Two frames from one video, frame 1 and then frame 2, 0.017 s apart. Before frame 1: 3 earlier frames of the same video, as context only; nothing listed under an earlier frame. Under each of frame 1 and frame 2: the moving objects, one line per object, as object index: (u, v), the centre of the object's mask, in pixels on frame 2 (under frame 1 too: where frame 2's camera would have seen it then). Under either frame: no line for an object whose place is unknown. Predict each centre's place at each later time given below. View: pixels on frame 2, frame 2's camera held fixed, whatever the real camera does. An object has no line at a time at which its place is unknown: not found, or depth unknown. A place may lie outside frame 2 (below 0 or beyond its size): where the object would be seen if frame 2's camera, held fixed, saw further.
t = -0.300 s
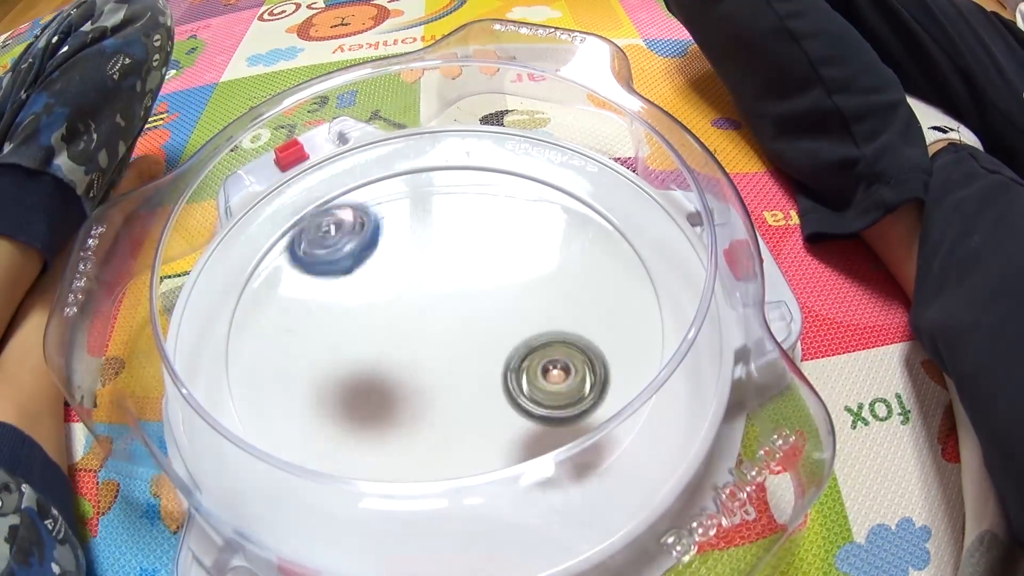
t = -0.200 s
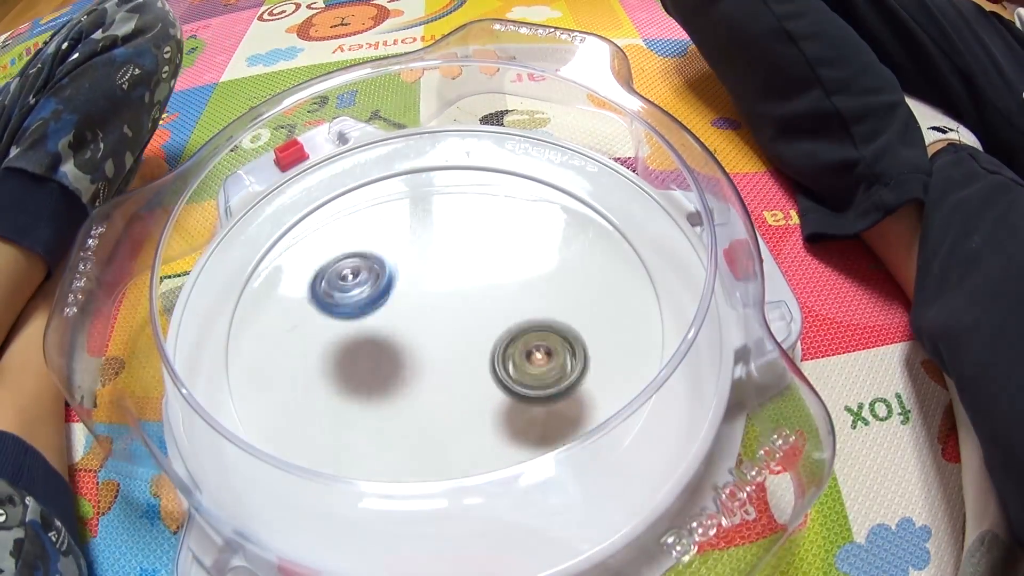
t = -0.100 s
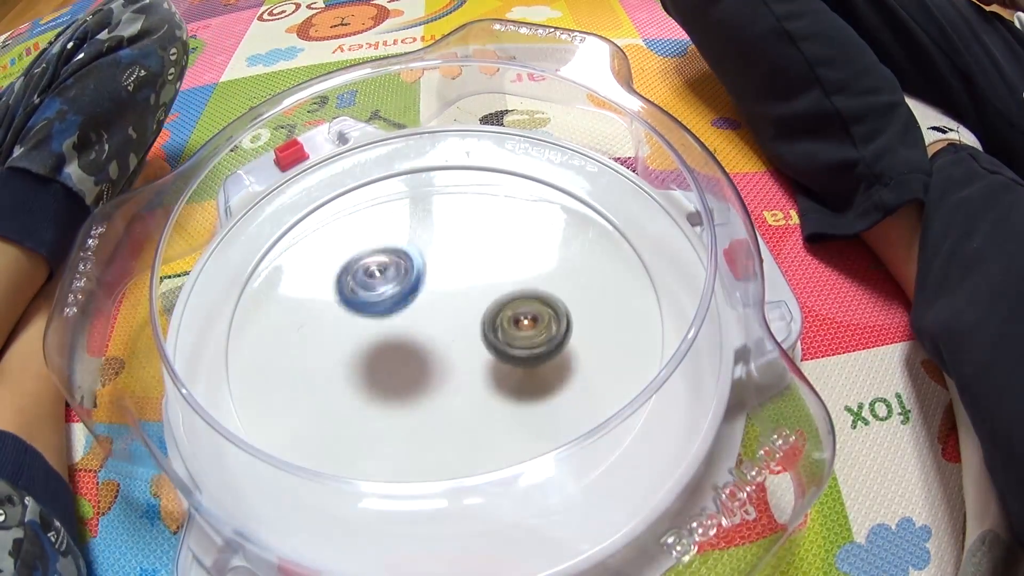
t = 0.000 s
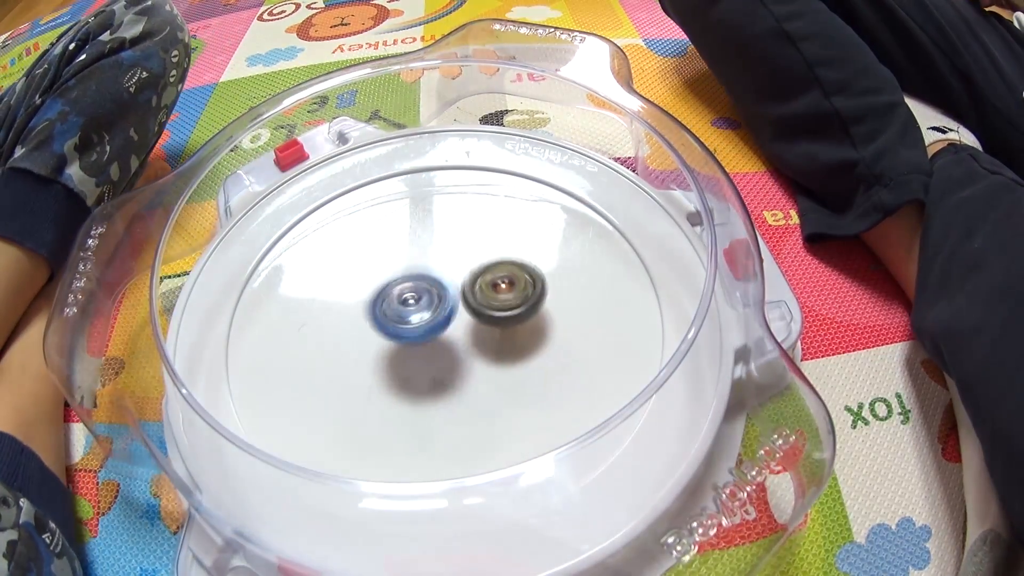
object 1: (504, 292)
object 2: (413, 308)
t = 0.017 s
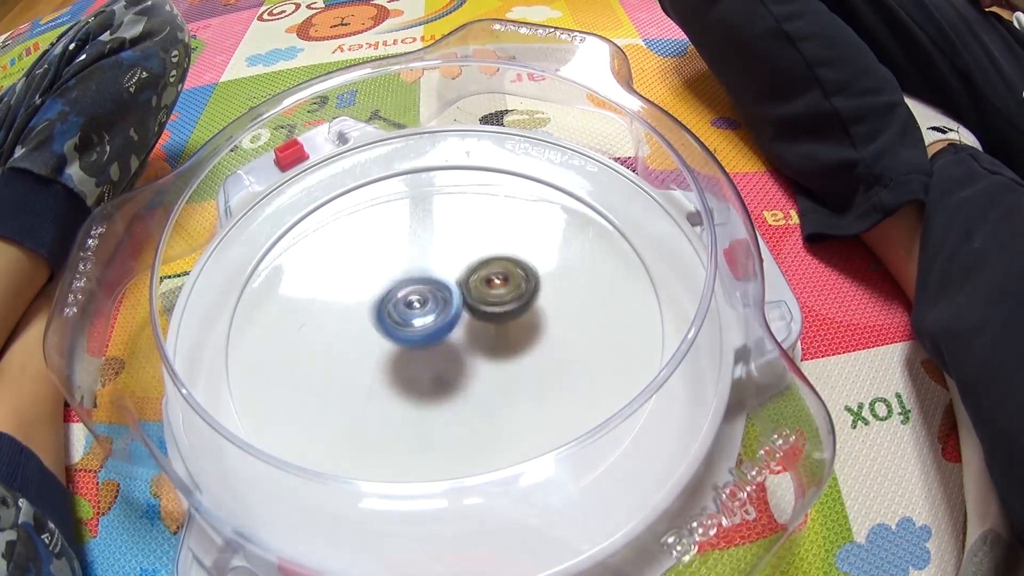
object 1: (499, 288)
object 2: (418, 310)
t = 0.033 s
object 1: (502, 281)
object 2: (411, 317)
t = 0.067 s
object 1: (538, 257)
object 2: (361, 343)
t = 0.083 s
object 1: (552, 246)
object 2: (336, 348)
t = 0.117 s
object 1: (574, 228)
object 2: (292, 367)
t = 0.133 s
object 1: (581, 219)
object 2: (271, 374)
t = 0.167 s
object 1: (591, 205)
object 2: (237, 387)
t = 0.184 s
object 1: (593, 198)
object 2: (232, 386)
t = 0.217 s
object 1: (590, 190)
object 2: (235, 384)
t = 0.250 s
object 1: (581, 187)
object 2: (246, 396)
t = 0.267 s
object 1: (574, 186)
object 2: (251, 397)
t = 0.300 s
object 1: (559, 185)
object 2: (266, 399)
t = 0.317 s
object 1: (550, 185)
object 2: (276, 400)
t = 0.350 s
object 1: (531, 185)
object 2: (297, 400)
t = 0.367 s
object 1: (521, 185)
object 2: (309, 400)
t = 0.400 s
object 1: (500, 188)
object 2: (335, 398)
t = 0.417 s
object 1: (489, 189)
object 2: (347, 397)
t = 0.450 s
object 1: (468, 195)
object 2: (372, 392)
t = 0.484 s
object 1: (447, 203)
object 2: (395, 389)
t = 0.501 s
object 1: (439, 209)
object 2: (405, 387)
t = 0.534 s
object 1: (422, 221)
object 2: (423, 378)
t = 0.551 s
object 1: (414, 228)
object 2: (431, 373)
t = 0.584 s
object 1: (402, 245)
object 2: (441, 363)
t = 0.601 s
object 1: (398, 255)
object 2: (444, 357)
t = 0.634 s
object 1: (391, 273)
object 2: (445, 345)
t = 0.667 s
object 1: (380, 278)
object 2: (451, 343)
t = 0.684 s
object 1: (370, 275)
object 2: (457, 349)
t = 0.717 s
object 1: (354, 270)
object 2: (468, 360)
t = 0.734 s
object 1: (348, 269)
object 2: (472, 364)
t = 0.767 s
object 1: (338, 270)
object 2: (476, 368)
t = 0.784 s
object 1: (334, 273)
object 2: (476, 369)
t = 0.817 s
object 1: (330, 280)
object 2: (474, 366)
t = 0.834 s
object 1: (329, 286)
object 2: (471, 365)
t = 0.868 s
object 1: (329, 298)
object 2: (461, 359)
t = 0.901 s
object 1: (333, 312)
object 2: (447, 353)
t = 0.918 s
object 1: (334, 320)
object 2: (437, 348)
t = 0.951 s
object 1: (325, 326)
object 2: (438, 352)
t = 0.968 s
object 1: (310, 325)
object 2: (454, 358)
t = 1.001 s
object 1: (286, 322)
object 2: (489, 363)
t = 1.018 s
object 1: (276, 321)
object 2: (506, 363)
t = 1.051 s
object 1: (263, 322)
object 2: (539, 359)
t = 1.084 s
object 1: (254, 326)
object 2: (570, 348)
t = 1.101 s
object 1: (253, 330)
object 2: (582, 338)
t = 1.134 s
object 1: (251, 338)
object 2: (601, 320)
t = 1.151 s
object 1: (253, 343)
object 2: (606, 309)
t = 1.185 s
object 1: (258, 354)
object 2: (612, 285)
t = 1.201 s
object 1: (263, 360)
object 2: (609, 273)
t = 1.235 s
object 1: (273, 372)
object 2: (601, 250)
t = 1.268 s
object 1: (289, 384)
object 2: (583, 230)
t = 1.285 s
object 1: (296, 388)
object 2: (572, 221)
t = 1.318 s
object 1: (316, 394)
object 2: (539, 207)
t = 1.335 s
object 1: (326, 395)
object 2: (522, 203)
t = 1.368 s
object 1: (349, 394)
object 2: (485, 197)
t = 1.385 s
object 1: (360, 392)
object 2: (464, 196)
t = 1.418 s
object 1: (382, 384)
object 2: (425, 200)
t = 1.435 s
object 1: (393, 379)
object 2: (406, 203)
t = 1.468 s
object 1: (410, 366)
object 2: (365, 217)
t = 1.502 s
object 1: (426, 353)
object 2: (328, 235)
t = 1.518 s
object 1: (432, 344)
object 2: (311, 247)
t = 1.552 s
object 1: (442, 329)
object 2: (278, 273)
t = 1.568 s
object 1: (446, 321)
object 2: (265, 287)
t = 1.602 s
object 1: (450, 305)
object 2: (245, 318)
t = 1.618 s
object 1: (452, 298)
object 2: (236, 335)
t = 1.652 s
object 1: (451, 283)
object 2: (227, 373)
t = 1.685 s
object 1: (450, 270)
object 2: (251, 402)
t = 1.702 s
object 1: (448, 263)
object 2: (270, 420)
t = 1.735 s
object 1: (443, 251)
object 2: (298, 464)
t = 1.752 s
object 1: (440, 245)
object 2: (321, 473)
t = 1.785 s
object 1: (432, 235)
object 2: (375, 499)
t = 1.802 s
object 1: (428, 230)
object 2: (408, 502)
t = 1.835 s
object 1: (418, 224)
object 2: (475, 498)
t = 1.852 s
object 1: (412, 220)
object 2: (504, 489)
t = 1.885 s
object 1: (402, 216)
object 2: (559, 464)
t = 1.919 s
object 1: (389, 215)
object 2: (603, 423)
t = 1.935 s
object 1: (383, 215)
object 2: (618, 402)
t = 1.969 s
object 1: (370, 217)
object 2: (630, 360)
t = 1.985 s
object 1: (364, 220)
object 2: (639, 341)
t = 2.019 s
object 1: (353, 226)
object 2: (646, 303)
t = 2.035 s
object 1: (348, 229)
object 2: (641, 285)
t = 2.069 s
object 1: (341, 239)
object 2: (626, 250)
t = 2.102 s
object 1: (338, 250)
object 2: (601, 223)
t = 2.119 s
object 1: (338, 256)
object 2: (588, 211)
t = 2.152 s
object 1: (343, 268)
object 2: (555, 191)
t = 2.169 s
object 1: (346, 274)
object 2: (538, 183)
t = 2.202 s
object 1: (355, 284)
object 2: (498, 172)
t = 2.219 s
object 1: (361, 289)
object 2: (479, 169)
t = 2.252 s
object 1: (375, 296)
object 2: (437, 166)
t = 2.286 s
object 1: (391, 301)
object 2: (397, 169)
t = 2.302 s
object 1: (399, 302)
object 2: (376, 172)
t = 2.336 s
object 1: (414, 304)
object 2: (338, 183)
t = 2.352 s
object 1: (423, 304)
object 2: (317, 191)
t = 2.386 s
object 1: (440, 302)
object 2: (286, 213)
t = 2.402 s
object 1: (447, 301)
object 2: (275, 230)
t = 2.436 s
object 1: (463, 296)
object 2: (250, 263)
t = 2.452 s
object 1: (471, 293)
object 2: (239, 280)
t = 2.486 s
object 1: (483, 286)
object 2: (229, 319)
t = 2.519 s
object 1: (495, 278)
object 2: (235, 363)
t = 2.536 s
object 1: (500, 273)
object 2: (241, 384)
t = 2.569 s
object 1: (506, 264)
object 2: (265, 416)
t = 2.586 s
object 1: (509, 260)
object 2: (274, 439)
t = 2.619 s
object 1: (512, 250)
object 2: (310, 471)
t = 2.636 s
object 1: (513, 246)
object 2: (333, 476)
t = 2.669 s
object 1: (510, 237)
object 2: (385, 495)
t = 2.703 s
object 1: (505, 230)
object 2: (444, 494)
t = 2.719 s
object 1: (502, 229)
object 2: (473, 487)
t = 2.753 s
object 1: (496, 227)
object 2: (524, 468)
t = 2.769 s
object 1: (492, 226)
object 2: (548, 457)
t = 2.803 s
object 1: (485, 228)
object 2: (583, 415)
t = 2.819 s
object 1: (481, 229)
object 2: (591, 392)
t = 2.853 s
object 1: (473, 233)
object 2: (617, 359)
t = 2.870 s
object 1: (470, 236)
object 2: (625, 344)
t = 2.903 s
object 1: (464, 242)
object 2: (630, 306)
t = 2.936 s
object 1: (458, 250)
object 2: (623, 270)
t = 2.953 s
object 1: (456, 253)
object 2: (619, 256)
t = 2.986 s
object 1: (452, 262)
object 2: (601, 225)
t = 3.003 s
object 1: (450, 266)
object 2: (590, 212)
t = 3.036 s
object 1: (447, 274)
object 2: (567, 192)
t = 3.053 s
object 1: (446, 278)
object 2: (552, 181)
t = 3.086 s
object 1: (446, 285)
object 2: (522, 167)
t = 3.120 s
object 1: (447, 293)
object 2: (488, 156)
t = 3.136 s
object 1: (449, 298)
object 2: (469, 152)
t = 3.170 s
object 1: (454, 308)
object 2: (436, 152)
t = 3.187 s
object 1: (458, 314)
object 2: (417, 155)
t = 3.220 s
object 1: (464, 323)
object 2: (379, 165)
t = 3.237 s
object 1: (468, 327)
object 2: (360, 172)
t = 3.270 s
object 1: (478, 335)
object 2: (327, 185)
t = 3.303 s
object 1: (489, 342)
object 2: (296, 205)
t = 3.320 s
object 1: (494, 344)
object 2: (283, 217)
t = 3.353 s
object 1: (506, 346)
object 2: (260, 245)
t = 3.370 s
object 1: (512, 347)
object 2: (252, 259)
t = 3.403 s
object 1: (523, 345)
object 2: (241, 292)
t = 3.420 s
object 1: (526, 345)
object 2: (238, 308)
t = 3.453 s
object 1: (531, 341)
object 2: (239, 343)
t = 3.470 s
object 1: (533, 339)
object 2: (244, 361)
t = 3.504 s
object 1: (536, 336)
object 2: (260, 395)
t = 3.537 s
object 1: (535, 332)
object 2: (289, 420)
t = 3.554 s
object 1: (534, 330)
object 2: (306, 433)
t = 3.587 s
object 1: (530, 327)
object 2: (346, 457)
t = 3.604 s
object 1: (528, 325)
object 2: (371, 469)
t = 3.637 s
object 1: (522, 322)
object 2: (421, 475)
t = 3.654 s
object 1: (519, 321)
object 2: (447, 475)
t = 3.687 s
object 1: (512, 320)
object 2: (498, 469)
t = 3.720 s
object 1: (505, 319)
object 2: (544, 446)
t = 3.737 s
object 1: (501, 318)
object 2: (567, 435)
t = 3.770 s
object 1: (493, 319)
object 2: (602, 405)
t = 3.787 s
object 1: (489, 319)
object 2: (617, 390)
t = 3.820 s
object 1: (480, 320)
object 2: (639, 355)
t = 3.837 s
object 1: (476, 321)
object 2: (641, 337)
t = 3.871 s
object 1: (467, 322)
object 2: (653, 305)
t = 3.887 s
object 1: (464, 322)
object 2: (654, 289)
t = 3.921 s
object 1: (457, 324)
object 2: (647, 258)
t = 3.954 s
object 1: (451, 327)
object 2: (630, 233)
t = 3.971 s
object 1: (448, 328)
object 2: (620, 220)
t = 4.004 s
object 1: (442, 330)
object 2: (597, 200)
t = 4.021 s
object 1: (440, 331)
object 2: (583, 190)
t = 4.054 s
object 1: (435, 334)
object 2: (556, 176)
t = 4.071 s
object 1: (433, 335)
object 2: (540, 170)
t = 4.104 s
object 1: (430, 338)
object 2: (506, 164)
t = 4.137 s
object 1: (426, 341)
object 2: (471, 162)
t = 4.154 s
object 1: (424, 341)
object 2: (453, 162)
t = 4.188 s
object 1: (420, 343)
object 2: (420, 167)
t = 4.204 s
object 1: (418, 343)
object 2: (404, 172)
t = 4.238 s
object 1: (415, 345)
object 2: (372, 183)
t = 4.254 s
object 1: (413, 345)
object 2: (357, 191)
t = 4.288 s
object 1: (410, 347)
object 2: (329, 208)
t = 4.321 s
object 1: (406, 347)
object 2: (303, 232)
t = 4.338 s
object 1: (404, 348)
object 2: (291, 243)
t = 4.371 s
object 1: (401, 347)
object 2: (271, 271)
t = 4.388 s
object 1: (400, 347)
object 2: (263, 285)
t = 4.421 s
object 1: (398, 347)
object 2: (256, 317)
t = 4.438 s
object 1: (397, 347)
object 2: (253, 332)
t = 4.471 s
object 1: (395, 347)
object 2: (255, 365)
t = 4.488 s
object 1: (394, 347)
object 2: (260, 382)
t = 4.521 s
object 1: (391, 346)
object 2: (277, 412)
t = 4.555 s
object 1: (389, 345)
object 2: (298, 442)
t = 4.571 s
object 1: (388, 344)
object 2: (316, 457)
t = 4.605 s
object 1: (386, 343)
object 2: (350, 478)
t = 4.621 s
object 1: (386, 342)
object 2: (372, 492)
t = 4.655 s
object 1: (385, 340)
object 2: (420, 498)
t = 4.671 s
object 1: (384, 339)
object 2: (447, 499)
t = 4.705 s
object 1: (383, 337)
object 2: (494, 492)
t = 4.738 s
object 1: (382, 336)
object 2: (540, 473)
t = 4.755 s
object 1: (382, 334)
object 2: (560, 462)
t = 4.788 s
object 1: (381, 332)
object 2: (592, 432)
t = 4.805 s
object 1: (381, 331)
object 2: (609, 418)
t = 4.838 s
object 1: (381, 328)
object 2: (628, 384)
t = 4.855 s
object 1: (380, 327)
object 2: (634, 365)
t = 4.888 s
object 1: (381, 324)
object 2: (640, 333)
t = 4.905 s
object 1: (381, 322)
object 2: (644, 319)
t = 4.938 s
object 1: (382, 319)
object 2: (637, 288)
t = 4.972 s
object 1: (383, 317)
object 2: (624, 259)
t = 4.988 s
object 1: (383, 315)
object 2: (615, 247)
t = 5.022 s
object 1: (384, 313)
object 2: (593, 225)
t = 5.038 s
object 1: (385, 311)
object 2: (581, 216)
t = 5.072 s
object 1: (386, 308)
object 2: (554, 198)
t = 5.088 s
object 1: (387, 307)
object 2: (539, 193)
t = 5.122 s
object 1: (389, 305)
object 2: (509, 183)
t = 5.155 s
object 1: (390, 302)
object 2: (474, 176)
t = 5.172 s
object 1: (391, 301)
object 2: (458, 176)
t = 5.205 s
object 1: (393, 298)
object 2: (424, 176)
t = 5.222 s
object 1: (394, 297)
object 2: (408, 176)
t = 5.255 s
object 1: (396, 294)
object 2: (378, 185)
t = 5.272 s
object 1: (397, 293)
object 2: (363, 190)
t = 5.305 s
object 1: (400, 290)
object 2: (333, 202)
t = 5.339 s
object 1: (402, 288)
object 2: (304, 219)
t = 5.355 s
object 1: (404, 287)
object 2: (292, 229)
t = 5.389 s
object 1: (407, 285)
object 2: (270, 251)
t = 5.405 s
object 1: (408, 284)
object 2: (261, 263)
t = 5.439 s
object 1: (411, 282)
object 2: (247, 290)
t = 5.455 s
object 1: (412, 281)
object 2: (243, 304)
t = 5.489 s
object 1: (415, 280)
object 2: (238, 334)
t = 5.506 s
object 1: (417, 279)
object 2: (238, 349)
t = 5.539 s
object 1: (420, 278)
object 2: (248, 380)
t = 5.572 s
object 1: (423, 277)
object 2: (265, 405)
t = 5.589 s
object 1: (424, 276)
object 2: (280, 417)
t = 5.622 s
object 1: (427, 275)
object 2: (308, 443)
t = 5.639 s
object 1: (429, 274)
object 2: (325, 452)
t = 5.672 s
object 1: (432, 274)
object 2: (364, 462)
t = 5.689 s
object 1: (433, 273)
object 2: (386, 472)
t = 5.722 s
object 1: (437, 272)
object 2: (434, 467)
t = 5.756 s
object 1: (440, 272)
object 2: (478, 463)
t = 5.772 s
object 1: (441, 272)
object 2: (497, 451)
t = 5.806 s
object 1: (444, 272)
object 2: (536, 430)
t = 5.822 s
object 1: (446, 272)
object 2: (550, 415)
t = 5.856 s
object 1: (449, 272)
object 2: (581, 389)
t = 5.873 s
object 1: (450, 272)
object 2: (594, 376)
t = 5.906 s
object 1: (454, 272)
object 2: (610, 347)
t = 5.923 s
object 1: (455, 273)
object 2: (614, 331)
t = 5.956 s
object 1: (458, 273)
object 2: (618, 301)
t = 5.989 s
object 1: (461, 274)
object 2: (613, 271)
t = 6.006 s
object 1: (463, 275)
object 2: (608, 258)
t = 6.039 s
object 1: (465, 276)
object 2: (597, 235)
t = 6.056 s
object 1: (467, 276)
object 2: (588, 223)
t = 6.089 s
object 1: (469, 277)
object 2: (569, 205)
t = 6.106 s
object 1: (471, 278)
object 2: (559, 196)
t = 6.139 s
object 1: (473, 280)
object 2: (531, 184)
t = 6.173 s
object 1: (476, 281)
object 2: (505, 174)
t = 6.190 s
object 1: (477, 282)
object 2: (490, 171)
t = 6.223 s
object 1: (478, 284)
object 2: (459, 169)
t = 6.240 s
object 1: (479, 285)
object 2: (444, 170)
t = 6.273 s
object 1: (481, 287)
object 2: (415, 172)
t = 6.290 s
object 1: (482, 288)
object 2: (399, 175)
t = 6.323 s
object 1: (484, 290)
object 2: (373, 186)
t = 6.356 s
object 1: (486, 292)
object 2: (345, 200)
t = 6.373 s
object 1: (486, 293)
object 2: (332, 210)
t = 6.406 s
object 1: (488, 296)
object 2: (311, 232)
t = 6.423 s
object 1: (489, 296)
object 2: (301, 244)
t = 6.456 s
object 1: (489, 299)
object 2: (285, 269)
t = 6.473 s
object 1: (490, 300)
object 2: (280, 283)
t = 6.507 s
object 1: (490, 303)
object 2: (275, 308)
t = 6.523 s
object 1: (490, 304)
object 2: (274, 322)
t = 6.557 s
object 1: (490, 307)
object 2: (278, 350)
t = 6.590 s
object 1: (489, 310)
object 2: (290, 380)
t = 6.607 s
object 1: (489, 311)
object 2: (297, 393)
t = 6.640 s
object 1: (489, 314)
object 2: (319, 417)
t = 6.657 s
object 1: (488, 315)
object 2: (334, 427)
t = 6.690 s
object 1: (487, 318)
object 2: (366, 439)
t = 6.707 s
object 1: (487, 319)
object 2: (386, 444)
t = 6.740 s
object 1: (485, 322)
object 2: (424, 448)
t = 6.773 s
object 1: (484, 324)
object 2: (465, 446)
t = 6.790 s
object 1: (483, 326)
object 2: (485, 442)
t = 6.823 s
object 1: (482, 328)
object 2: (523, 430)
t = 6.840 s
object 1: (481, 329)
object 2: (539, 422)
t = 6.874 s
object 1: (478, 331)
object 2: (571, 402)
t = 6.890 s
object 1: (477, 332)
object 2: (583, 392)
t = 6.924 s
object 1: (474, 334)
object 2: (605, 368)
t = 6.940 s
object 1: (473, 336)
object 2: (613, 354)
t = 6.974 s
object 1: (470, 338)
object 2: (621, 327)
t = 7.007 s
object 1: (467, 340)
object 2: (620, 300)
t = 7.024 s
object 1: (466, 341)
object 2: (616, 286)
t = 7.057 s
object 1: (464, 343)
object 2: (605, 263)
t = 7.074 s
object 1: (462, 344)
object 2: (597, 252)
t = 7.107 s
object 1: (459, 345)
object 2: (577, 233)
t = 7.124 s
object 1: (457, 346)
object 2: (568, 226)
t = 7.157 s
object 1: (454, 347)
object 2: (541, 213)
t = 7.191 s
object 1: (450, 348)
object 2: (515, 204)
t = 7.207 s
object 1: (448, 349)
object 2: (499, 200)
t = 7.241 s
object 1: (444, 350)
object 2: (470, 198)
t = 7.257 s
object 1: (443, 350)
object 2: (453, 198)
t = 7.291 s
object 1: (440, 350)
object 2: (425, 201)
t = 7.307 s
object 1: (438, 351)
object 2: (411, 203)
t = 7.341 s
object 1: (434, 350)
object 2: (384, 211)
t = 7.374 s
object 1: (430, 350)
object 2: (358, 224)
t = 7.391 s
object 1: (428, 350)
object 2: (344, 232)
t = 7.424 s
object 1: (424, 350)
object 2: (322, 249)
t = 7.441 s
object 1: (422, 350)
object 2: (311, 259)
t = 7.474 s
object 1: (419, 350)
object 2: (294, 281)
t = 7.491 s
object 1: (418, 350)
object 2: (287, 290)
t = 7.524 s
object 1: (415, 349)
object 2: (279, 316)
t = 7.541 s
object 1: (413, 348)
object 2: (275, 326)
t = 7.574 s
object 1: (410, 347)
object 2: (278, 354)
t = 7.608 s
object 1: (407, 346)
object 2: (286, 381)
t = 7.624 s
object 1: (405, 346)
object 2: (292, 391)
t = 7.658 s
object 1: (403, 344)
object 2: (311, 415)
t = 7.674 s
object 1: (402, 344)
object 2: (323, 423)
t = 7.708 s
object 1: (400, 342)
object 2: (353, 436)
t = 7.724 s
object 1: (399, 341)
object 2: (370, 441)
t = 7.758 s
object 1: (396, 339)
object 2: (406, 446)
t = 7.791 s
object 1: (394, 338)
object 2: (442, 442)
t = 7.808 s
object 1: (393, 337)
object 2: (463, 437)
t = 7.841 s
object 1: (392, 335)
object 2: (497, 424)
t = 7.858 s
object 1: (392, 334)
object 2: (514, 416)
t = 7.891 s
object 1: (391, 331)
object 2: (541, 395)
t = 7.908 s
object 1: (390, 330)
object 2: (550, 383)
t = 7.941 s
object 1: (389, 328)
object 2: (566, 357)
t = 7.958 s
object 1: (389, 327)
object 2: (572, 344)
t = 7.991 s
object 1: (389, 325)
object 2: (577, 319)
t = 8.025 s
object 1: (389, 322)
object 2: (575, 294)
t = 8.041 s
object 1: (389, 321)
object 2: (573, 281)
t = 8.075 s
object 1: (389, 318)
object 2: (564, 260)
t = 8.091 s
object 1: (389, 317)
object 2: (557, 250)
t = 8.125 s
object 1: (390, 315)
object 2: (540, 232)
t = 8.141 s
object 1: (391, 314)
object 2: (529, 226)
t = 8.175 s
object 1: (393, 311)
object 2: (506, 213)
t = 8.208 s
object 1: (393, 309)
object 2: (483, 204)
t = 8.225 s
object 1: (394, 308)
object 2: (470, 201)
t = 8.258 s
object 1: (396, 306)
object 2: (443, 199)
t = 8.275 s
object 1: (397, 305)
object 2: (432, 198)
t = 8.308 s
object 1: (399, 302)
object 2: (407, 200)
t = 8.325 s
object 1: (400, 300)
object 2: (395, 205)
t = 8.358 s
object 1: (401, 298)
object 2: (370, 214)
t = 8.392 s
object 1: (404, 296)
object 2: (347, 227)
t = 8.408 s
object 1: (406, 295)
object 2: (337, 235)
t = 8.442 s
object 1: (409, 293)
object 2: (320, 254)
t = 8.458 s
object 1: (410, 292)
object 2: (313, 265)
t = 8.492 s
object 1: (411, 290)
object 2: (303, 287)
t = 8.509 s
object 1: (413, 289)
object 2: (298, 296)
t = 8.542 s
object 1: (416, 288)
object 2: (300, 322)
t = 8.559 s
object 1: (418, 287)
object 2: (303, 333)
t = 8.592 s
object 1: (420, 285)
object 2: (313, 356)
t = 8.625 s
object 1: (422, 284)
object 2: (328, 377)
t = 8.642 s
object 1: (424, 284)
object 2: (337, 386)
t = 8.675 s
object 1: (428, 283)
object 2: (362, 402)
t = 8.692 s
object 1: (429, 282)
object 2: (378, 408)
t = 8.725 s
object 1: (431, 281)
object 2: (410, 415)
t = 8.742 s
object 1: (433, 281)
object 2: (424, 416)
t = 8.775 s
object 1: (436, 281)
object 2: (458, 415)
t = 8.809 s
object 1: (440, 280)
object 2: (491, 407)
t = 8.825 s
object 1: (441, 280)
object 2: (508, 399)
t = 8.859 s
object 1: (443, 280)
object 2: (535, 383)
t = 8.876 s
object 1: (445, 280)
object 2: (545, 376)
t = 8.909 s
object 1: (449, 280)
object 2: (564, 355)
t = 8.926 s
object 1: (450, 280)
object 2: (572, 342)
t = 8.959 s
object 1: (452, 281)
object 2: (581, 319)
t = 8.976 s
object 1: (454, 282)
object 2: (582, 309)
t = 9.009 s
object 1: (458, 282)
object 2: (581, 286)
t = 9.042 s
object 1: (460, 283)
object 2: (574, 266)
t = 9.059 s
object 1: (461, 283)
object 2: (567, 257)
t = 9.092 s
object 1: (464, 285)
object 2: (552, 241)
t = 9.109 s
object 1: (466, 285)
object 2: (543, 234)
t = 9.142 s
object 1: (467, 286)
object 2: (521, 224)
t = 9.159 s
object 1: (468, 287)
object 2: (509, 219)
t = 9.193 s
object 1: (470, 289)
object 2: (484, 216)
